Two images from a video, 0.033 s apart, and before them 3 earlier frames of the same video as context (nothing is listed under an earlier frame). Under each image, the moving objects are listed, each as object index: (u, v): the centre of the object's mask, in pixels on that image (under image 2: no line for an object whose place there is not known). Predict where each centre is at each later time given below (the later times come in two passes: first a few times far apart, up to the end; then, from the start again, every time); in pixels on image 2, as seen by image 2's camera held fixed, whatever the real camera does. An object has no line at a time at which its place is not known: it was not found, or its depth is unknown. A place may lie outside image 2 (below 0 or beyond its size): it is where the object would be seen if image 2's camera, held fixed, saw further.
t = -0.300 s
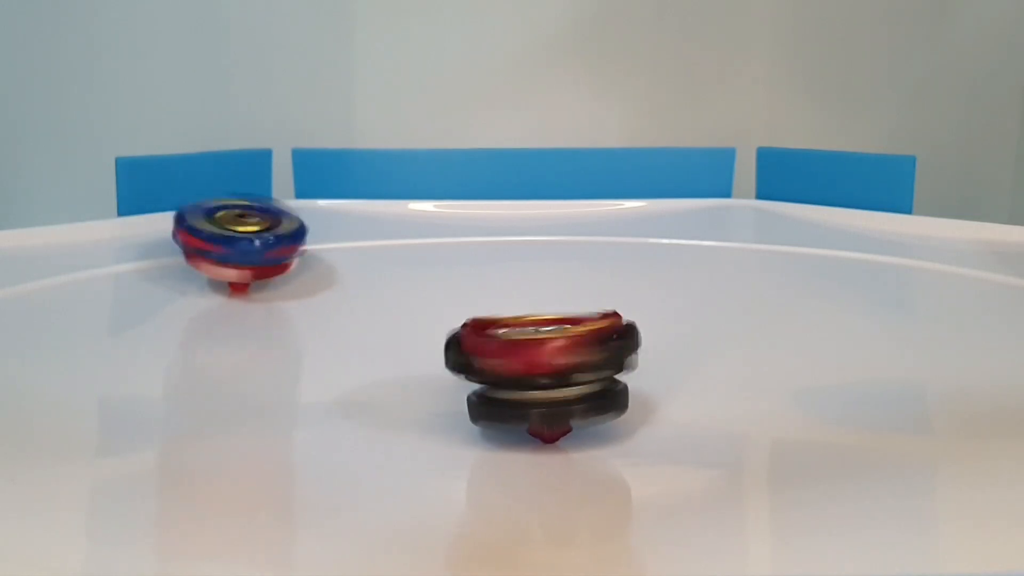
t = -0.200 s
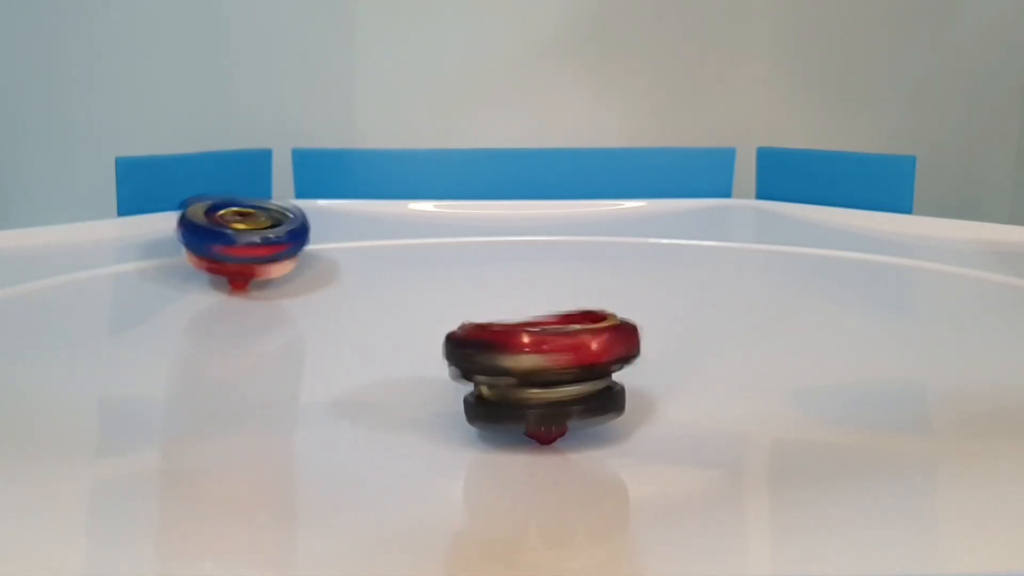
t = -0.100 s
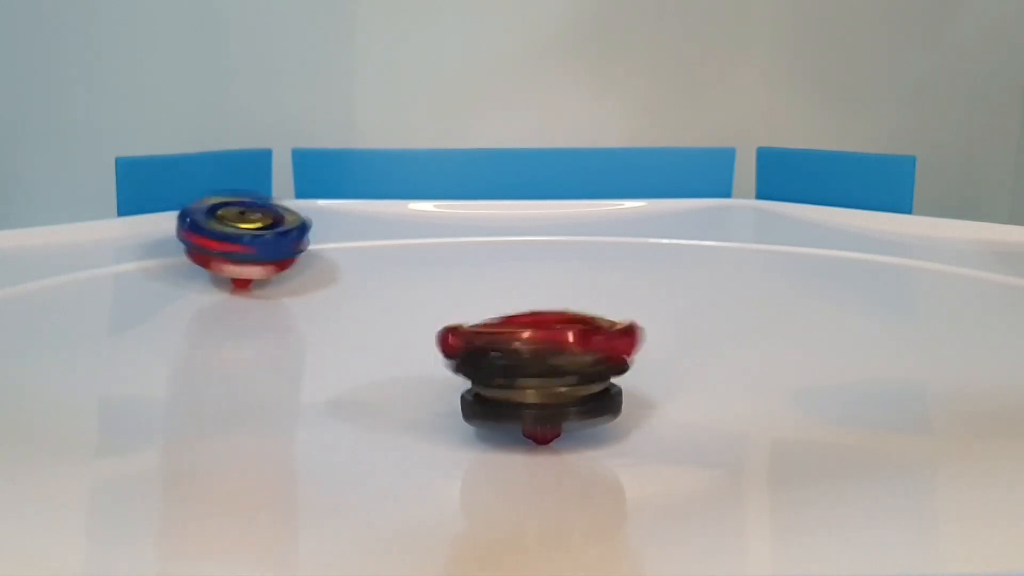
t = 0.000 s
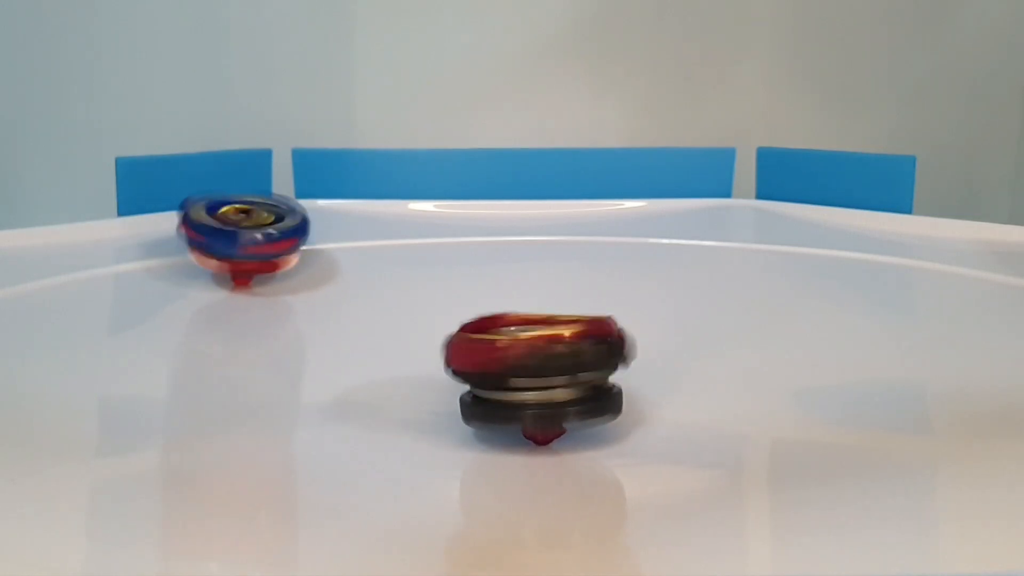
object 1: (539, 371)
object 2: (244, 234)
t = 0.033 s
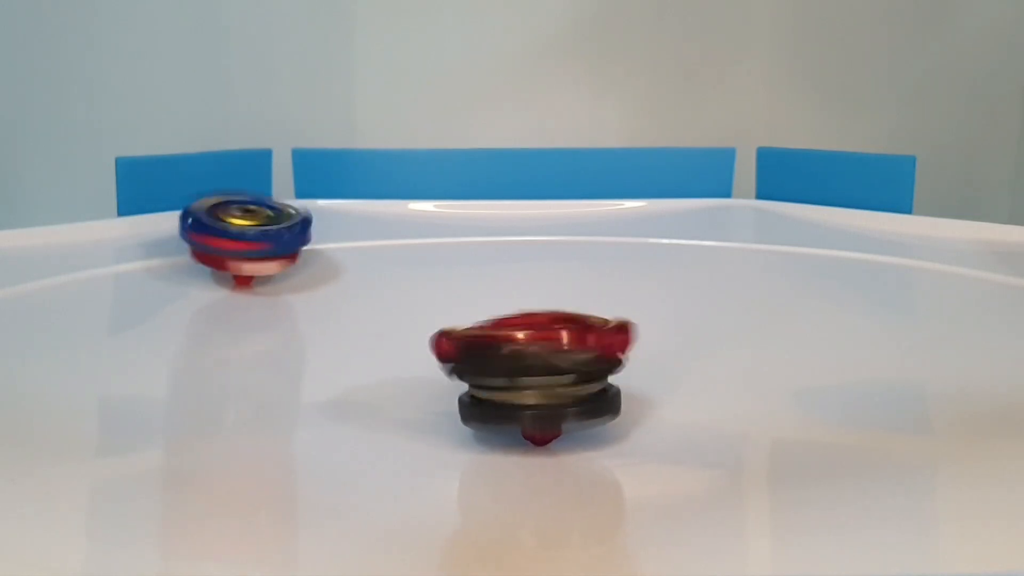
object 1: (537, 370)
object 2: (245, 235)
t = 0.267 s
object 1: (532, 372)
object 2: (247, 232)
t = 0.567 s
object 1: (522, 371)
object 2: (251, 226)
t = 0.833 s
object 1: (516, 372)
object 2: (254, 225)
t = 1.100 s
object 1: (509, 371)
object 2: (256, 224)
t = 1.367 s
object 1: (503, 369)
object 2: (258, 223)
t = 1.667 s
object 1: (495, 366)
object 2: (263, 224)
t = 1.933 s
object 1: (486, 364)
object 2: (268, 226)
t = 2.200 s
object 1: (478, 363)
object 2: (279, 232)
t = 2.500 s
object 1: (471, 360)
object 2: (291, 236)
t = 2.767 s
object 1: (465, 357)
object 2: (303, 241)
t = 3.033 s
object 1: (460, 353)
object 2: (317, 246)
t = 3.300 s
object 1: (453, 349)
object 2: (334, 251)
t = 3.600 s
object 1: (445, 345)
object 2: (351, 256)
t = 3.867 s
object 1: (439, 339)
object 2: (366, 258)
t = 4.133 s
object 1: (432, 336)
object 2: (384, 258)
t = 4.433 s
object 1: (423, 335)
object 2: (412, 259)
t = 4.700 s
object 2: (443, 256)
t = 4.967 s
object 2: (467, 250)
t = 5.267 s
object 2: (488, 243)
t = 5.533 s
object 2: (503, 239)
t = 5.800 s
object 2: (518, 236)
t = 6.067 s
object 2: (528, 234)
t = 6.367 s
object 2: (536, 234)
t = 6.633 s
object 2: (542, 236)
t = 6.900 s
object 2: (546, 237)
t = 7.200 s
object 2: (551, 239)
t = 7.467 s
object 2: (557, 241)
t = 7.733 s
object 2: (563, 244)
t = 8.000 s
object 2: (569, 247)
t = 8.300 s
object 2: (579, 250)
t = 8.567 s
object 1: (410, 368)
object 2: (586, 254)
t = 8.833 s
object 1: (416, 368)
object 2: (593, 259)
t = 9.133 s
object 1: (425, 364)
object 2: (600, 264)
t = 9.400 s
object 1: (432, 361)
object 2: (607, 271)
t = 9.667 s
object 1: (439, 361)
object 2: (612, 276)
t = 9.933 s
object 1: (449, 357)
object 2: (619, 283)
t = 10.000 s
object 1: (450, 357)
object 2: (620, 286)
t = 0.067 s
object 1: (537, 371)
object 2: (244, 234)
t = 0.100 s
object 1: (537, 371)
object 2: (247, 234)
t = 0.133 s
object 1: (535, 372)
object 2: (245, 233)
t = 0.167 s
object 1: (534, 370)
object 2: (247, 232)
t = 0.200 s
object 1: (534, 370)
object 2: (246, 231)
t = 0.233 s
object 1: (532, 371)
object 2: (248, 231)
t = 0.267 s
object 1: (532, 372)
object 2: (247, 232)
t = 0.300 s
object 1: (530, 371)
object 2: (248, 231)
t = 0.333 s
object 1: (531, 372)
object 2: (248, 230)
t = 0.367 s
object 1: (530, 372)
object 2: (249, 229)
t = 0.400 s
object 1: (528, 373)
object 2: (249, 229)
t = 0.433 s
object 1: (526, 370)
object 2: (250, 228)
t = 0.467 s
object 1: (527, 370)
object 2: (250, 229)
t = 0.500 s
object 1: (525, 372)
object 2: (250, 228)
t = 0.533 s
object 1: (525, 372)
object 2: (251, 227)
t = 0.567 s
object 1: (522, 371)
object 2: (251, 226)
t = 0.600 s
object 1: (524, 372)
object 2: (252, 226)
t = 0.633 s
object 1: (524, 373)
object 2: (251, 226)
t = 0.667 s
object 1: (521, 373)
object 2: (253, 227)
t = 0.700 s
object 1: (520, 372)
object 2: (252, 226)
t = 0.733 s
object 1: (521, 371)
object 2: (254, 225)
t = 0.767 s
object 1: (518, 371)
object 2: (253, 225)
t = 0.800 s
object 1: (518, 372)
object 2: (254, 224)
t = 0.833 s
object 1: (516, 372)
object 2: (254, 225)
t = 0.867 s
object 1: (517, 372)
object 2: (254, 224)
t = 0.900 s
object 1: (517, 372)
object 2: (255, 225)
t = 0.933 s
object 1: (514, 372)
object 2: (254, 224)
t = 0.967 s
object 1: (513, 370)
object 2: (256, 224)
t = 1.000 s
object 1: (514, 369)
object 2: (255, 223)
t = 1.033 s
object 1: (511, 370)
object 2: (256, 223)
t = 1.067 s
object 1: (511, 371)
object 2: (255, 223)
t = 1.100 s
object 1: (509, 371)
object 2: (256, 224)
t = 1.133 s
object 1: (509, 371)
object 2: (256, 224)
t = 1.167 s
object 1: (509, 371)
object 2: (257, 223)
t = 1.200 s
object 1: (507, 371)
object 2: (256, 223)
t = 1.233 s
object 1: (506, 371)
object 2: (257, 223)
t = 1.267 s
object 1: (507, 368)
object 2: (257, 224)
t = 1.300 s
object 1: (504, 369)
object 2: (258, 223)
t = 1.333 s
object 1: (503, 369)
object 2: (258, 224)
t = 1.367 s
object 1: (503, 369)
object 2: (258, 223)
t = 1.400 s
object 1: (502, 368)
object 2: (260, 224)
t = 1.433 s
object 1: (502, 370)
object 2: (259, 223)
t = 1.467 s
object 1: (500, 369)
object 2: (260, 223)
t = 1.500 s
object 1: (499, 370)
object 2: (260, 223)
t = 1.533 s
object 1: (499, 367)
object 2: (262, 225)
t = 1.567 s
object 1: (498, 367)
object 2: (261, 225)
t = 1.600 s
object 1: (497, 368)
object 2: (262, 224)
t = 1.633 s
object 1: (496, 367)
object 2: (263, 224)
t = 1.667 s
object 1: (495, 366)
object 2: (263, 224)
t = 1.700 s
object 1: (494, 367)
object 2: (264, 224)
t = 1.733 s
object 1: (494, 368)
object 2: (265, 225)
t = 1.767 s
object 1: (491, 368)
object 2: (266, 226)
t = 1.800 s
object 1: (491, 366)
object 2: (266, 225)
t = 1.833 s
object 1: (490, 366)
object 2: (267, 226)
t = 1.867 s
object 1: (489, 366)
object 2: (267, 225)
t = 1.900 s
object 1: (488, 366)
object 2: (269, 226)
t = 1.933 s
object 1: (486, 364)
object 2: (268, 226)
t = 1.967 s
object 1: (486, 366)
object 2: (271, 228)
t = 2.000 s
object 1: (486, 366)
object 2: (271, 228)
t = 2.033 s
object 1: (483, 366)
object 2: (273, 228)
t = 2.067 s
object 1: (482, 364)
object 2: (273, 228)
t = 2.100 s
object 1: (483, 364)
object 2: (274, 229)
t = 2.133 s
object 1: (481, 364)
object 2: (275, 229)
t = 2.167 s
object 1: (480, 364)
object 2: (276, 231)
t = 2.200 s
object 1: (478, 363)
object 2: (279, 232)
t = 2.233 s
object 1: (479, 364)
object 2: (278, 232)
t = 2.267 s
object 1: (478, 364)
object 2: (281, 232)
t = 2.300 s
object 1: (475, 364)
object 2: (280, 232)
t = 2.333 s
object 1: (475, 362)
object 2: (283, 233)
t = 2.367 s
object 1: (475, 361)
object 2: (283, 233)
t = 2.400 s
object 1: (473, 361)
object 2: (286, 235)
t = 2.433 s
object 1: (472, 361)
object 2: (287, 235)
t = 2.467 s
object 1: (471, 361)
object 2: (288, 235)
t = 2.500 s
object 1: (471, 360)
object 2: (291, 236)
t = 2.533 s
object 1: (471, 361)
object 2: (291, 237)
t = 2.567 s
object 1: (468, 360)
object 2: (294, 238)
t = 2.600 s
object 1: (468, 360)
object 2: (293, 238)
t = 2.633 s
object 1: (468, 358)
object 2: (298, 239)
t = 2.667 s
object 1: (466, 358)
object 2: (297, 240)
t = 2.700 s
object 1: (465, 358)
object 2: (300, 240)
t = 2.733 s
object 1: (465, 359)
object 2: (301, 241)
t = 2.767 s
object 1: (465, 357)
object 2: (303, 241)
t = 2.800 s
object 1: (464, 358)
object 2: (305, 242)
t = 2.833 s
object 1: (464, 357)
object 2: (306, 242)
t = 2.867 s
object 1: (463, 357)
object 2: (309, 243)
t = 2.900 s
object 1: (463, 355)
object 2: (310, 243)
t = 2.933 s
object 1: (461, 354)
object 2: (312, 243)
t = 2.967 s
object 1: (460, 354)
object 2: (313, 244)
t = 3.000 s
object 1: (461, 354)
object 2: (316, 245)
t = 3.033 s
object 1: (460, 353)
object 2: (317, 246)
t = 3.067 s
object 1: (461, 353)
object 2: (320, 245)
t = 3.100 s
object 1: (460, 353)
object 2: (321, 248)
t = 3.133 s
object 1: (458, 353)
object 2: (323, 247)
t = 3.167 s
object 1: (457, 351)
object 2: (325, 249)
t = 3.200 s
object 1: (457, 350)
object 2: (327, 249)
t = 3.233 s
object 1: (455, 350)
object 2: (329, 249)
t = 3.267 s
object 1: (454, 350)
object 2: (330, 251)
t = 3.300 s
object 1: (453, 349)
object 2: (334, 251)
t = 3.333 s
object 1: (453, 349)
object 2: (335, 251)
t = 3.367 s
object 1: (452, 349)
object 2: (338, 252)
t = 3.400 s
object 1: (450, 349)
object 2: (339, 254)
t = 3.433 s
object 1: (449, 348)
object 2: (341, 253)
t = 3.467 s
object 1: (450, 347)
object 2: (342, 254)
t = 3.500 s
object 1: (447, 346)
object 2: (345, 255)
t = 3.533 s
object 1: (446, 346)
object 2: (347, 255)
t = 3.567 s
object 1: (445, 346)
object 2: (349, 257)
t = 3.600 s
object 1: (445, 345)
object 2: (351, 256)
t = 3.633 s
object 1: (445, 345)
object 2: (352, 257)
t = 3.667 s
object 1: (443, 345)
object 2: (354, 256)
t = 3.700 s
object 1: (442, 344)
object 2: (356, 258)
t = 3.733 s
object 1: (442, 343)
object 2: (358, 257)
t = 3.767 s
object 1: (441, 342)
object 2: (359, 258)
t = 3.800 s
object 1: (440, 342)
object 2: (361, 257)
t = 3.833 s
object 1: (439, 342)
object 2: (363, 258)
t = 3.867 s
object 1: (439, 339)
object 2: (366, 258)
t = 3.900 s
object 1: (438, 341)
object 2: (368, 258)
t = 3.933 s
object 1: (437, 341)
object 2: (369, 258)
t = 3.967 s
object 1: (435, 340)
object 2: (372, 259)
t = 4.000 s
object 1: (435, 339)
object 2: (374, 258)
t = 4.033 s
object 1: (434, 337)
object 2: (377, 259)
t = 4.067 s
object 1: (434, 338)
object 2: (379, 258)
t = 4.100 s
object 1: (433, 338)
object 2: (380, 259)
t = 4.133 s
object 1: (432, 336)
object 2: (384, 258)
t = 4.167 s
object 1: (432, 336)
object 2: (387, 258)
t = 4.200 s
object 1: (432, 336)
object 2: (391, 259)
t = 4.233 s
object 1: (430, 337)
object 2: (391, 259)
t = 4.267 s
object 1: (429, 336)
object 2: (395, 258)
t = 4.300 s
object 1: (429, 334)
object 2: (397, 259)
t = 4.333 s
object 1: (427, 334)
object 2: (402, 258)
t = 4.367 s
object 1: (426, 333)
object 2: (404, 259)
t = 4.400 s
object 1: (426, 334)
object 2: (407, 259)
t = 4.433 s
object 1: (423, 335)
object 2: (412, 259)
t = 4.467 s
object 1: (422, 338)
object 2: (416, 258)
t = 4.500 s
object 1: (420, 340)
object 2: (422, 259)
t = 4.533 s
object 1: (416, 342)
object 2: (426, 258)
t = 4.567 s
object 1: (415, 343)
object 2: (430, 257)
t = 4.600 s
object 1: (413, 344)
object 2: (433, 257)
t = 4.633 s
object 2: (436, 256)
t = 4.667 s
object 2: (440, 257)
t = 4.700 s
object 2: (443, 256)
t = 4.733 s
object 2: (448, 255)
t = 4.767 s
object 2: (450, 255)
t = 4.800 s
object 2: (453, 254)
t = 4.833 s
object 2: (457, 254)
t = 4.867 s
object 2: (459, 253)
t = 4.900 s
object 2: (463, 252)
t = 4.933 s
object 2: (464, 251)
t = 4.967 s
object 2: (467, 250)
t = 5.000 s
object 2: (471, 250)
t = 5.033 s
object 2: (472, 248)
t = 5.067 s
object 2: (477, 247)
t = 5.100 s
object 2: (478, 246)
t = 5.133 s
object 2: (480, 245)
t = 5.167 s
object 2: (483, 245)
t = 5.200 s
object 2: (483, 244)
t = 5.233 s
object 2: (488, 244)
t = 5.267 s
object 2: (488, 243)
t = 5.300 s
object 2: (491, 242)
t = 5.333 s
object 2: (494, 242)
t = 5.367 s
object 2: (494, 241)
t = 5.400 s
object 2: (498, 240)
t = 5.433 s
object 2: (498, 240)
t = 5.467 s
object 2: (502, 239)
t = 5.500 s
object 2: (503, 240)
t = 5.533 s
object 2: (503, 239)
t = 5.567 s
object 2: (507, 238)
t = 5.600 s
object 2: (508, 237)
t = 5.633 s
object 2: (511, 237)
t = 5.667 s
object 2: (511, 237)
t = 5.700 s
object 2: (512, 236)
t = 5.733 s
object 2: (515, 236)
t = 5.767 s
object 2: (515, 236)
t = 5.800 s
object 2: (518, 236)
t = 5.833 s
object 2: (519, 235)
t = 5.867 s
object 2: (520, 235)
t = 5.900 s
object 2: (522, 236)
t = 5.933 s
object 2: (521, 235)
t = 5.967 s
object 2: (525, 235)
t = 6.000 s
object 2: (524, 235)
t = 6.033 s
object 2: (526, 235)
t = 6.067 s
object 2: (528, 234)
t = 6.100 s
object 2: (527, 235)
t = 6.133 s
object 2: (530, 235)
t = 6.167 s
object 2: (530, 235)
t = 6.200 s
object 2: (531, 234)
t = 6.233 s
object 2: (532, 235)
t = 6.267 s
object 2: (531, 234)
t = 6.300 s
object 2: (535, 234)
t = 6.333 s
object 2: (534, 234)
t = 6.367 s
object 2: (536, 234)
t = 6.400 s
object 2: (536, 236)
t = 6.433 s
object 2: (535, 235)
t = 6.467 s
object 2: (538, 235)
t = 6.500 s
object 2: (537, 235)
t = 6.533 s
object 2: (539, 234)
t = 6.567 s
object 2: (540, 235)
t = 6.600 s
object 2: (539, 234)
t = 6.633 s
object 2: (542, 236)
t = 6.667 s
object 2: (541, 236)
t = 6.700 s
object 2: (542, 235)
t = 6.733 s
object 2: (543, 236)
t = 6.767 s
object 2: (542, 235)
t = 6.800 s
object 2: (545, 235)
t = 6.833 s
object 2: (544, 235)
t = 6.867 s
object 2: (545, 236)
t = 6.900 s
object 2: (546, 237)
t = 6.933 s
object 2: (545, 237)
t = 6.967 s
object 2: (547, 237)
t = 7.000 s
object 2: (546, 237)
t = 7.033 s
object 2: (548, 236)
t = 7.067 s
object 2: (549, 237)
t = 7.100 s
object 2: (549, 237)
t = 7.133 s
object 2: (551, 237)
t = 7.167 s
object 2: (550, 240)
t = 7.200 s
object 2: (551, 239)
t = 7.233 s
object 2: (552, 239)
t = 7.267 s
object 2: (552, 239)
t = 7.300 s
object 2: (554, 238)
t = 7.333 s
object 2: (554, 239)
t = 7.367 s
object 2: (555, 239)
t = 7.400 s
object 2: (556, 240)
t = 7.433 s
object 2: (556, 241)
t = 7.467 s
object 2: (557, 241)
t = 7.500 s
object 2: (557, 242)
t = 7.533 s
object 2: (558, 241)
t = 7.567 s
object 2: (560, 241)
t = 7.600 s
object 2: (559, 241)
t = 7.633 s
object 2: (561, 242)
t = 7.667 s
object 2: (561, 244)
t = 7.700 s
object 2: (562, 243)
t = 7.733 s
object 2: (563, 244)
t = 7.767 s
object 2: (562, 245)
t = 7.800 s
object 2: (565, 243)
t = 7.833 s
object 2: (565, 244)
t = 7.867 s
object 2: (567, 244)
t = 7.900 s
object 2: (568, 245)
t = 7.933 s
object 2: (567, 246)
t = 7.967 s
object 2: (569, 246)
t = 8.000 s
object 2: (569, 247)
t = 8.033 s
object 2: (571, 246)
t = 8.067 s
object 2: (572, 246)
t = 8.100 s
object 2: (571, 248)
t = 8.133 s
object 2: (574, 247)
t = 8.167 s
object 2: (574, 249)
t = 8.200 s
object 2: (575, 250)
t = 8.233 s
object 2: (577, 250)
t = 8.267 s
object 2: (576, 251)
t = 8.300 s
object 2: (579, 250)
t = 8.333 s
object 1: (406, 371)
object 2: (579, 251)
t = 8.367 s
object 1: (406, 371)
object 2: (580, 251)
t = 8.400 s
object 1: (407, 370)
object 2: (581, 252)
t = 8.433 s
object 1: (408, 369)
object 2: (581, 254)
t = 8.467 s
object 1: (408, 370)
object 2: (583, 254)
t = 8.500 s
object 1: (409, 370)
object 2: (583, 254)
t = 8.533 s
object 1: (410, 370)
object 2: (584, 255)
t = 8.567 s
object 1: (410, 368)
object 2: (586, 254)
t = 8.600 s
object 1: (412, 368)
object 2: (585, 255)
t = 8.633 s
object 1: (413, 368)
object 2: (588, 255)
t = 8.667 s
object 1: (412, 369)
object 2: (588, 256)
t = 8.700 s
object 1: (413, 369)
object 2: (588, 258)
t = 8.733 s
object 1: (414, 367)
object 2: (590, 258)
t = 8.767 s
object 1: (415, 368)
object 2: (590, 259)
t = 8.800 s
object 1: (416, 367)
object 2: (592, 259)
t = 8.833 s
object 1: (416, 368)
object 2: (593, 259)
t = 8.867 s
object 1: (418, 367)
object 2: (593, 260)
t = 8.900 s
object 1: (418, 365)
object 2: (595, 260)
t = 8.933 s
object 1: (420, 366)
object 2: (594, 262)
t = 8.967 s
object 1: (421, 366)
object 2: (596, 263)
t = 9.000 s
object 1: (420, 367)
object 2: (597, 263)
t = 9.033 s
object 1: (422, 366)
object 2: (597, 264)
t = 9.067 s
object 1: (423, 365)
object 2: (599, 264)
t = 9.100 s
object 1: (424, 365)
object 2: (599, 264)
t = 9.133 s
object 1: (425, 364)
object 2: (600, 264)
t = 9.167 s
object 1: (425, 365)
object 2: (601, 265)
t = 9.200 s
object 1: (426, 364)
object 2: (600, 267)
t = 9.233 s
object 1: (428, 363)
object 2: (603, 268)
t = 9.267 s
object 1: (429, 364)
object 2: (603, 269)
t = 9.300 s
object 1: (430, 364)
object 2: (603, 269)
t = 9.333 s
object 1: (430, 364)
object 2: (605, 269)
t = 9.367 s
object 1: (431, 362)
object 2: (605, 270)
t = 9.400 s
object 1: (432, 361)
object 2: (607, 271)
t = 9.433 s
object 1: (433, 362)
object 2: (607, 272)
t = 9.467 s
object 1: (434, 362)
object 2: (607, 274)
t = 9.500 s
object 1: (436, 362)
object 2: (609, 274)
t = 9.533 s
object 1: (435, 361)
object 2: (608, 275)
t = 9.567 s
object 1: (438, 360)
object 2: (610, 275)
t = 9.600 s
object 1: (439, 360)
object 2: (611, 275)
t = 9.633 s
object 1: (439, 361)
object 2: (610, 275)
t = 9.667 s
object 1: (439, 361)
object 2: (612, 276)
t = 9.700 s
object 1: (441, 359)
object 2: (612, 277)
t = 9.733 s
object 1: (442, 359)
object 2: (613, 278)
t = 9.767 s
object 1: (442, 358)
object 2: (614, 280)
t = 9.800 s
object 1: (443, 359)
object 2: (614, 281)
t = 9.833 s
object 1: (445, 359)
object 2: (616, 281)
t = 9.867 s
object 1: (445, 357)
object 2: (616, 281)
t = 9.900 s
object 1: (447, 357)
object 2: (617, 282)
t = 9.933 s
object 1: (449, 357)
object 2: (619, 283)
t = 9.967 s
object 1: (448, 357)
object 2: (618, 284)
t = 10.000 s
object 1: (450, 357)
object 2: (620, 286)
